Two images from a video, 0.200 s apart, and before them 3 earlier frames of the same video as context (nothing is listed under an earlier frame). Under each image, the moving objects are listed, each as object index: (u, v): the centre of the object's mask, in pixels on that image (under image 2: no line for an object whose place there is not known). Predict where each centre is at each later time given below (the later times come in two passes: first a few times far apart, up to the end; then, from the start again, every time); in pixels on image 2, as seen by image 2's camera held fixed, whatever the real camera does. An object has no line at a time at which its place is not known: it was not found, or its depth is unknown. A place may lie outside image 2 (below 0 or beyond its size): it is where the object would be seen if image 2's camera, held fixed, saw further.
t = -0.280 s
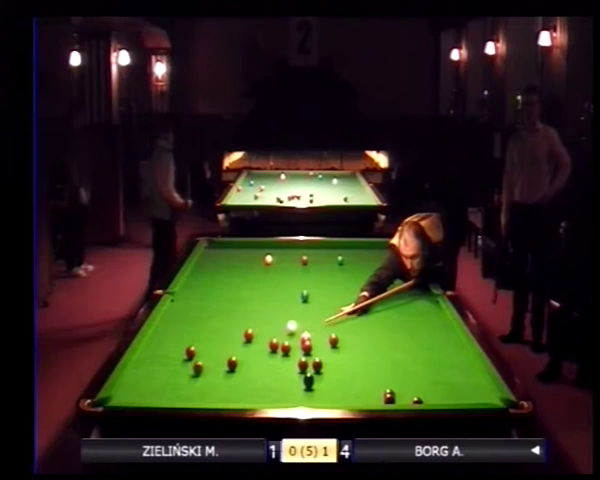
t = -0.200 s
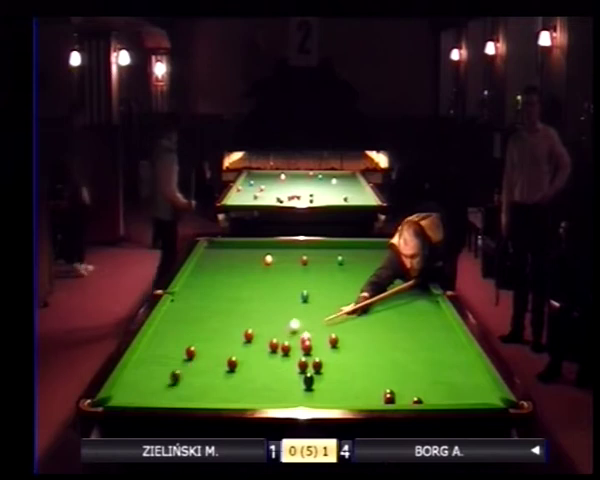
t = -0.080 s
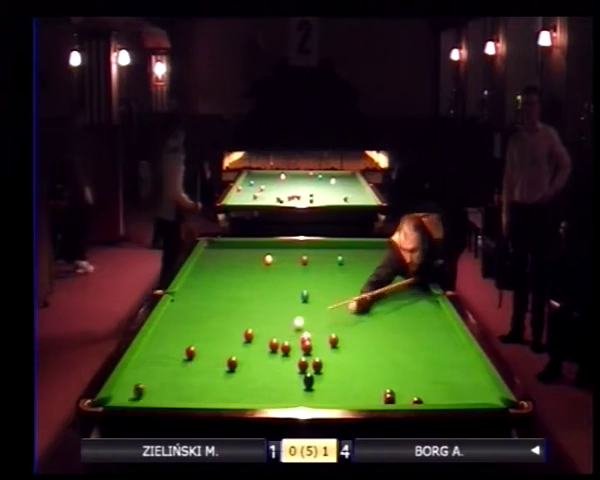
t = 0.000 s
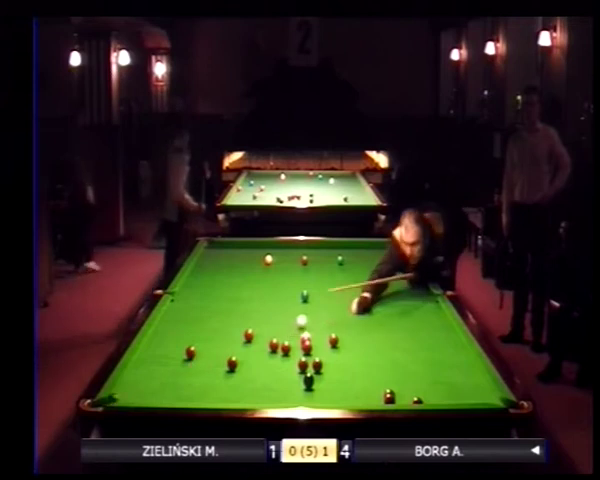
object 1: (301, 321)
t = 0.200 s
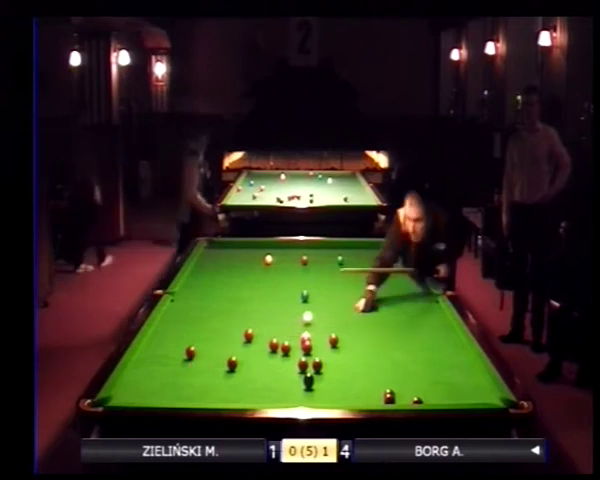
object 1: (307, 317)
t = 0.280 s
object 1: (310, 316)
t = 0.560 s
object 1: (317, 311)
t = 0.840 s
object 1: (324, 307)
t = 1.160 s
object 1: (331, 303)
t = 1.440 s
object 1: (336, 299)
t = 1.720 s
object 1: (341, 296)
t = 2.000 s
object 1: (345, 294)
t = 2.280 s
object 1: (349, 292)
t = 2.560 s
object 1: (352, 289)
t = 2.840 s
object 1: (355, 288)
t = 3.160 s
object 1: (357, 286)
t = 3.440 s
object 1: (360, 285)
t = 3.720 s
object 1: (361, 285)
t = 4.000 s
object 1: (362, 284)
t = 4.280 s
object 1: (363, 284)
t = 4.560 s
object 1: (363, 283)
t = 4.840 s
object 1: (363, 283)
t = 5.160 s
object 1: (363, 283)
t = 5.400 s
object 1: (363, 283)
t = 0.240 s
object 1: (309, 316)
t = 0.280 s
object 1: (310, 316)
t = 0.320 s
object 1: (311, 315)
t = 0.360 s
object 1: (312, 314)
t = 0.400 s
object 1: (313, 313)
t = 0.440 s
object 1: (314, 313)
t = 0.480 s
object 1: (315, 312)
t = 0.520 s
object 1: (316, 312)
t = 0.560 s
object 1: (317, 311)
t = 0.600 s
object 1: (318, 311)
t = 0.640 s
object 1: (319, 310)
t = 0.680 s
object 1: (320, 310)
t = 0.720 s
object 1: (321, 309)
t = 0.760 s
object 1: (322, 308)
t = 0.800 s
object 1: (323, 308)
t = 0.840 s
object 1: (324, 307)
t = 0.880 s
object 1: (325, 307)
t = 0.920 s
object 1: (326, 306)
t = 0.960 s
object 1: (327, 306)
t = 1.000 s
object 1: (327, 305)
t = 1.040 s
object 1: (328, 304)
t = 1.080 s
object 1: (329, 304)
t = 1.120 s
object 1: (330, 303)
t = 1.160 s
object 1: (331, 303)
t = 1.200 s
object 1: (332, 302)
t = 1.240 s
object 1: (333, 302)
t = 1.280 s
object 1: (333, 301)
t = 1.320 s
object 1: (334, 301)
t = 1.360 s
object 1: (335, 300)
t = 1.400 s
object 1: (336, 300)
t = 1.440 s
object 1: (336, 299)
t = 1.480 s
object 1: (337, 299)
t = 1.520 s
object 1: (338, 298)
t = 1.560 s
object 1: (339, 298)
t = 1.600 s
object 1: (339, 297)
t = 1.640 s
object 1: (340, 297)
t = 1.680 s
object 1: (340, 297)
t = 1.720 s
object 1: (341, 296)
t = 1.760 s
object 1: (342, 296)
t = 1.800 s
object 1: (342, 295)
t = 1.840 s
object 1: (343, 295)
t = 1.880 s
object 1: (344, 295)
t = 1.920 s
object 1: (344, 295)
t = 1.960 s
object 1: (345, 294)
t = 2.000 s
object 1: (345, 294)
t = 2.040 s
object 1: (346, 293)
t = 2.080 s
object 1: (347, 293)
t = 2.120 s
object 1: (347, 293)
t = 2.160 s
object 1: (347, 293)
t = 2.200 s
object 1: (348, 292)
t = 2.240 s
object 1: (348, 292)
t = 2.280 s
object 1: (349, 292)
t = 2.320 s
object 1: (350, 291)
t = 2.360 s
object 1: (350, 291)
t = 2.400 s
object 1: (351, 291)
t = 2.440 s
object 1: (351, 290)
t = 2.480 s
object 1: (352, 290)
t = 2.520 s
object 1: (352, 290)
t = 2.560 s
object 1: (352, 289)
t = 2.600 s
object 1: (353, 289)
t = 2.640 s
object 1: (353, 289)
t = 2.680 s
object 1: (354, 289)
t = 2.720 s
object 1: (354, 289)
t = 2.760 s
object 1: (354, 288)
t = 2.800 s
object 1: (355, 288)
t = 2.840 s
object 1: (355, 288)
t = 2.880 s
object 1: (355, 288)
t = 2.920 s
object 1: (356, 287)
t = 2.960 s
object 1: (356, 287)
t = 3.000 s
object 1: (356, 287)
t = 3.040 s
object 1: (357, 287)
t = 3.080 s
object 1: (357, 287)
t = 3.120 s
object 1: (357, 287)
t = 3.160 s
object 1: (357, 286)
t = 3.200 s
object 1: (358, 286)
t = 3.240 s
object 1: (358, 286)
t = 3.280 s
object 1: (358, 286)
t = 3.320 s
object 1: (359, 286)
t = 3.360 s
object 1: (359, 285)
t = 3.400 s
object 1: (359, 285)
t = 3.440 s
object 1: (360, 285)
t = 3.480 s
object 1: (360, 285)
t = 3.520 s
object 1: (360, 285)
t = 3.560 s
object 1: (360, 285)
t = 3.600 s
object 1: (360, 285)
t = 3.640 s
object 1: (361, 285)
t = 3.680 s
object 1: (361, 284)
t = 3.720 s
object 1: (361, 285)
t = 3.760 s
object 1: (361, 285)
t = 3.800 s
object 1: (361, 285)
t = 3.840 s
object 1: (361, 284)
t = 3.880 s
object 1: (362, 284)
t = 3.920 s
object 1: (362, 284)
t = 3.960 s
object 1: (362, 284)
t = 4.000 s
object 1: (362, 284)
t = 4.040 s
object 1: (362, 284)
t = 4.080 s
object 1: (362, 284)
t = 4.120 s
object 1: (362, 284)
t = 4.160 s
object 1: (362, 284)
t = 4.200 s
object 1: (363, 284)
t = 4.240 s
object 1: (363, 283)
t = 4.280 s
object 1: (363, 284)
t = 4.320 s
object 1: (363, 283)
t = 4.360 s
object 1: (363, 284)
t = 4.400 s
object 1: (363, 283)
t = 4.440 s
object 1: (363, 284)
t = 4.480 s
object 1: (363, 284)
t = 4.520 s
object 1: (363, 283)
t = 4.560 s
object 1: (363, 283)
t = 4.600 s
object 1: (363, 283)
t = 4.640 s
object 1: (363, 283)
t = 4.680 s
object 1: (363, 283)
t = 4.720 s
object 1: (363, 283)
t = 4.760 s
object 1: (363, 283)
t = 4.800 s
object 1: (363, 283)
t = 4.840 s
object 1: (363, 283)
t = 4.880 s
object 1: (363, 283)
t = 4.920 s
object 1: (363, 283)
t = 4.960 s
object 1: (363, 283)
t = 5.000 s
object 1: (363, 283)
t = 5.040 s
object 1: (363, 283)
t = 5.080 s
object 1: (363, 283)
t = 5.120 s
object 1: (363, 283)
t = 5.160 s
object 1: (363, 283)
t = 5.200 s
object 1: (363, 283)
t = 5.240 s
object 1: (363, 283)
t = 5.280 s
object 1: (363, 283)
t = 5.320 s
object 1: (363, 283)
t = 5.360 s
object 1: (363, 283)
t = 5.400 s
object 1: (363, 283)
